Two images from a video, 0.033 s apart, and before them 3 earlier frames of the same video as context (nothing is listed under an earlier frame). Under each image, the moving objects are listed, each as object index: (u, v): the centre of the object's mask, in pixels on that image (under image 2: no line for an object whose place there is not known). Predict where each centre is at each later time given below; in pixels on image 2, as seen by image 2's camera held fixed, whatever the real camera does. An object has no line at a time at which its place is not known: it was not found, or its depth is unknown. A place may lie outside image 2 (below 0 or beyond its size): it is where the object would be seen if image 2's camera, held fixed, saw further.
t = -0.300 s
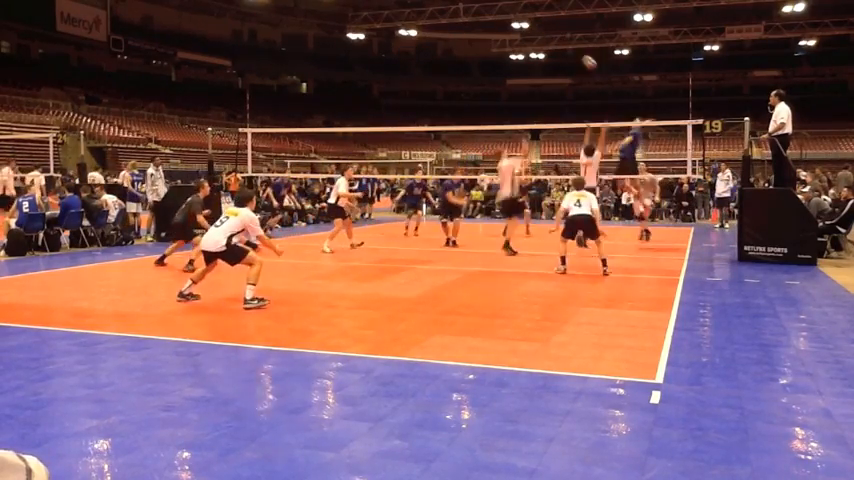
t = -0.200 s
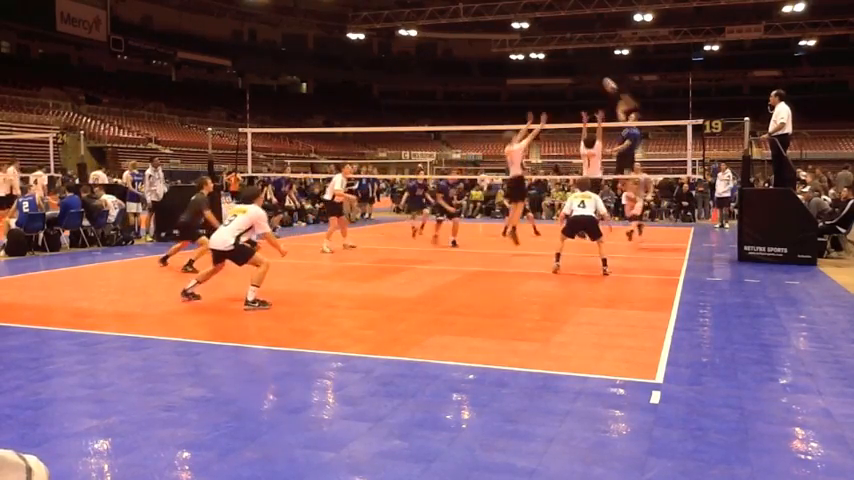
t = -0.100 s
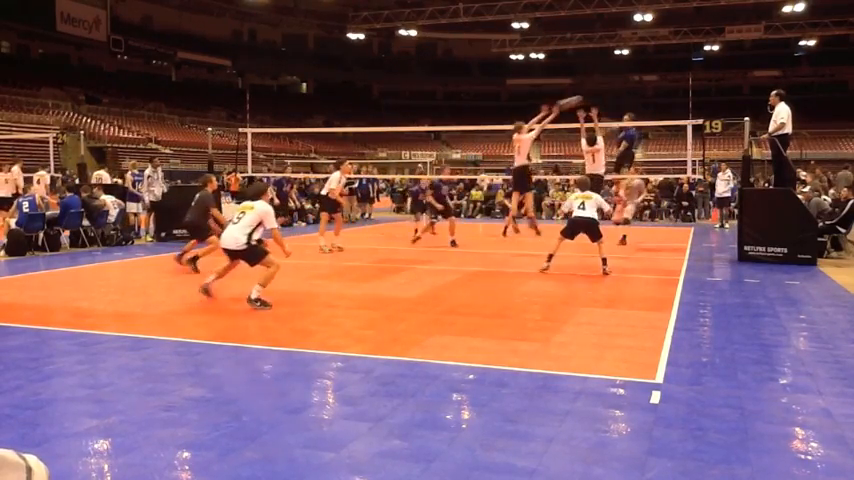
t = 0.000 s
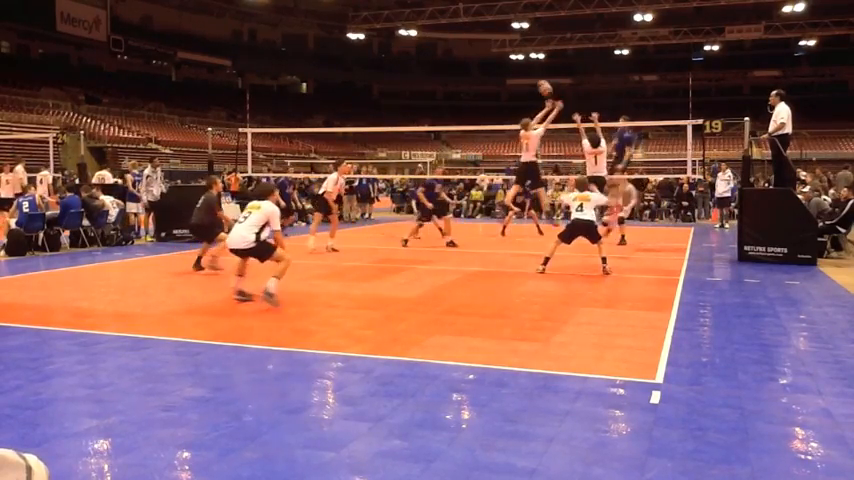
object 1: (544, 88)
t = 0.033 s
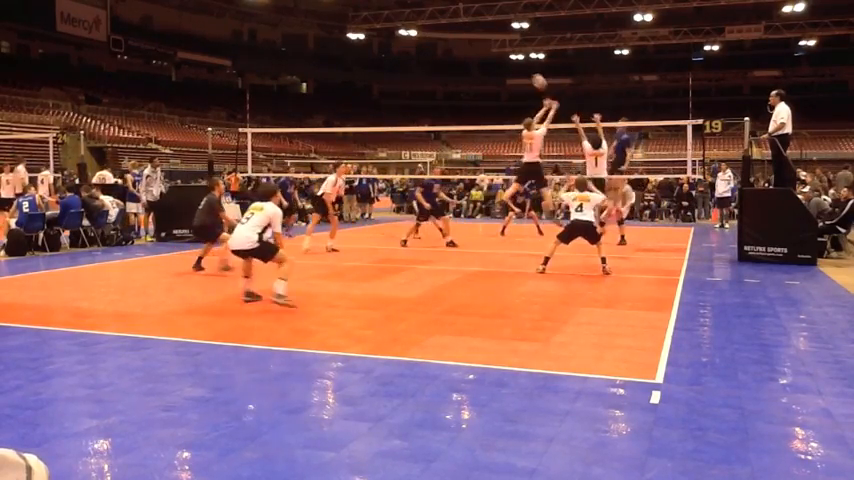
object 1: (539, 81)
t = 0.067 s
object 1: (533, 76)
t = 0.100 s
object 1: (526, 71)
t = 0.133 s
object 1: (520, 67)
